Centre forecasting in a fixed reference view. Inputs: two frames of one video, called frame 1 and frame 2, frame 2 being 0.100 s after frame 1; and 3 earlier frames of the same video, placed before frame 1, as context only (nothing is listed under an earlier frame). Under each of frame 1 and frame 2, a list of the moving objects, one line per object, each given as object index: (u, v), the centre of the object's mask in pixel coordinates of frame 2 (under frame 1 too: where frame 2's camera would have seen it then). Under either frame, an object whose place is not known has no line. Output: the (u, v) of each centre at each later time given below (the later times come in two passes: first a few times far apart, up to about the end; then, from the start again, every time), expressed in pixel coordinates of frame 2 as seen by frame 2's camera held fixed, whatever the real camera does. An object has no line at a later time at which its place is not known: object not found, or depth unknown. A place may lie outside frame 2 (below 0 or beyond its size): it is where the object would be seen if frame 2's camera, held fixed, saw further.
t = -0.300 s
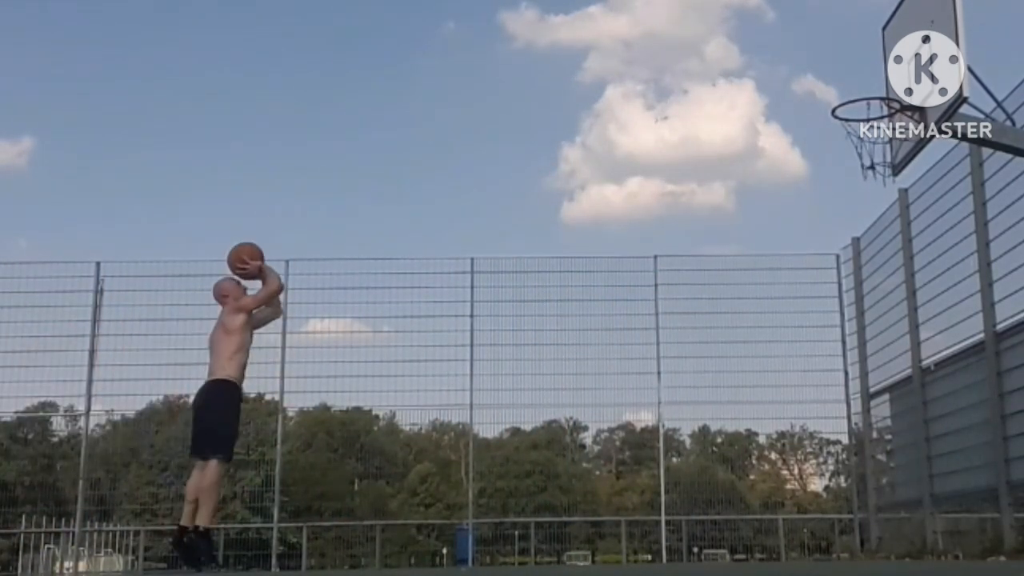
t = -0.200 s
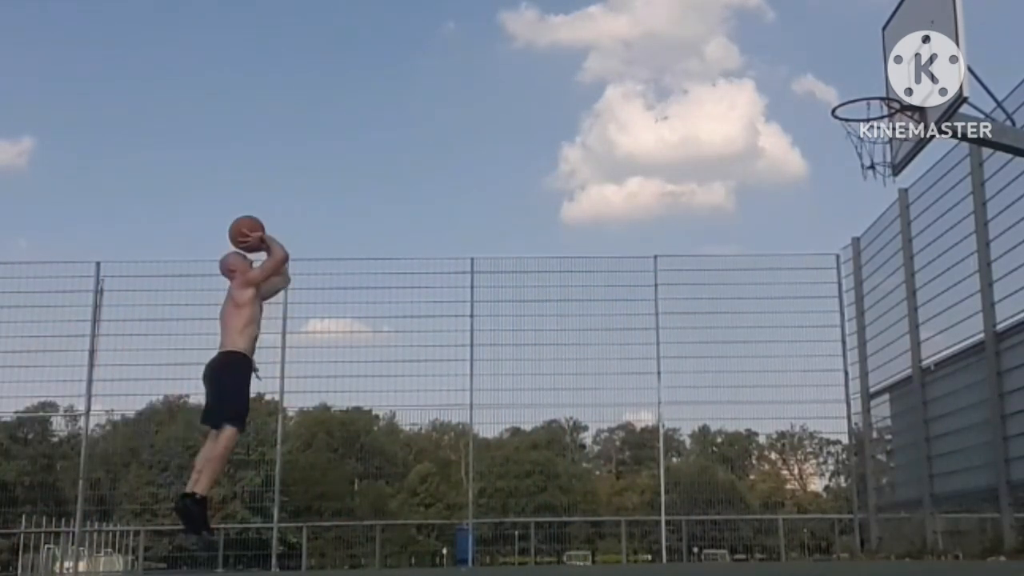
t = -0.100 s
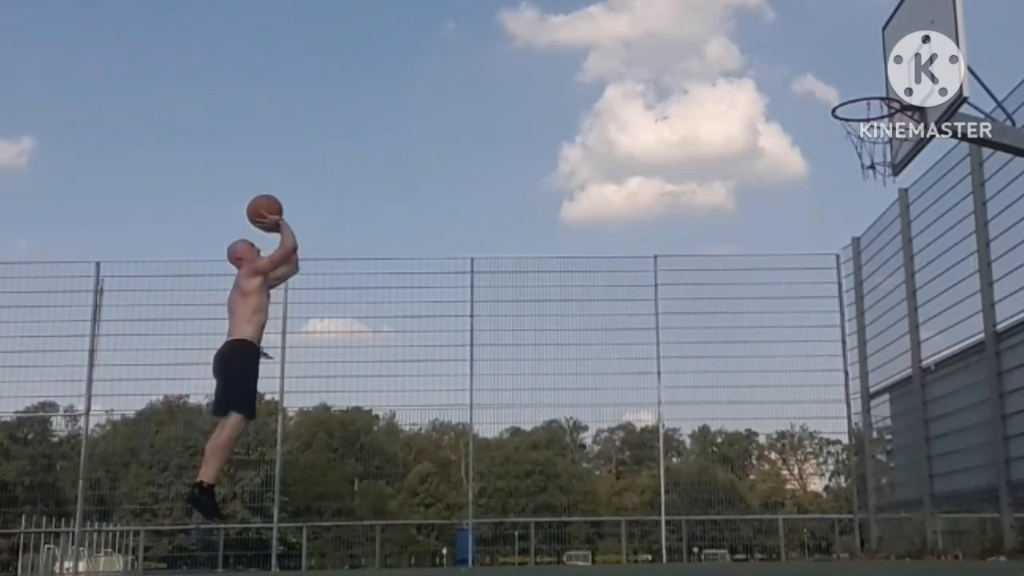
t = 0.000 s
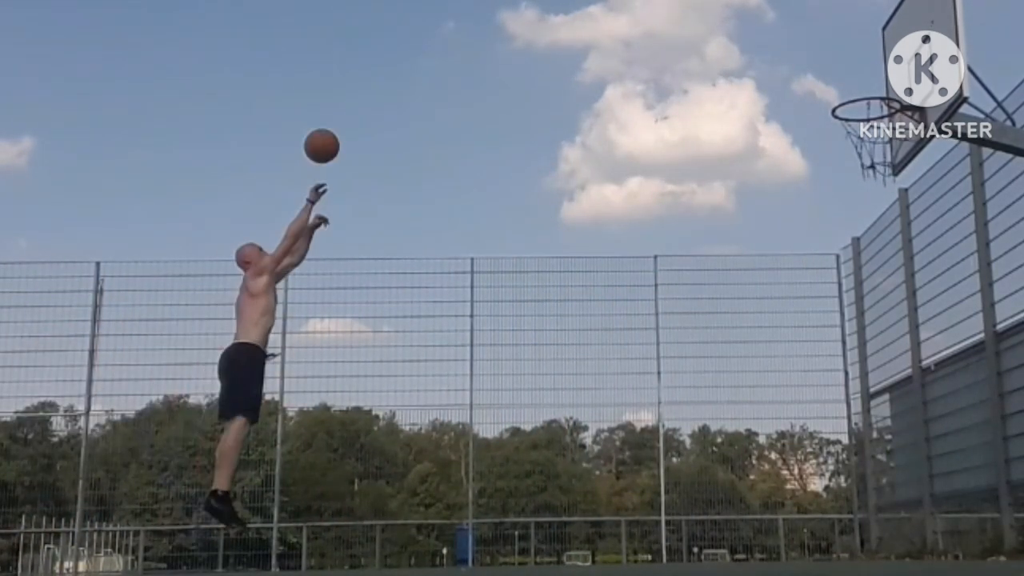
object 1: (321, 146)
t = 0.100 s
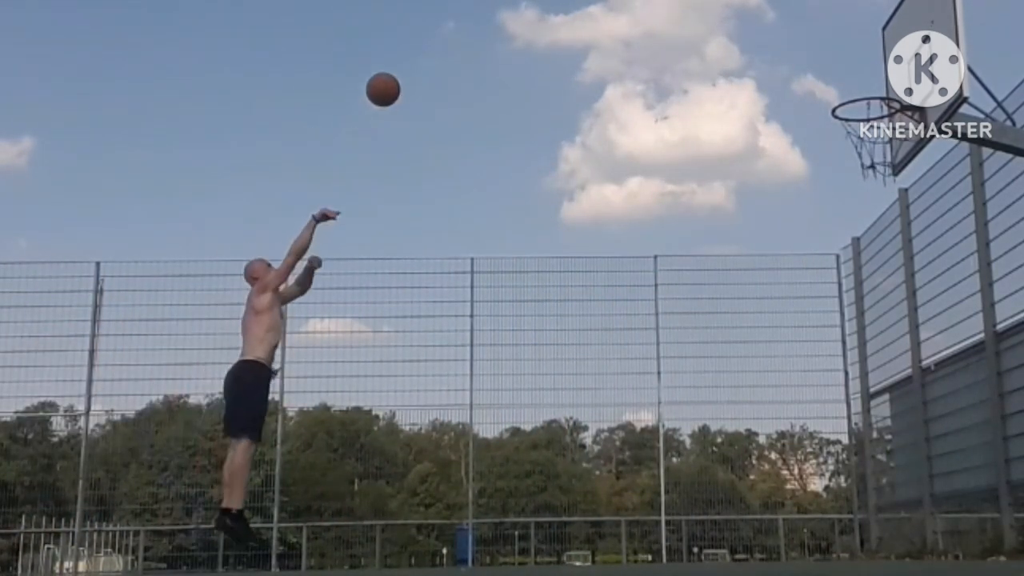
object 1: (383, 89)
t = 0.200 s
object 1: (443, 46)
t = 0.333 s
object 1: (521, 12)
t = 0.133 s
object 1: (403, 73)
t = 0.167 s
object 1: (423, 59)
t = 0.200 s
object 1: (443, 46)
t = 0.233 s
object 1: (463, 35)
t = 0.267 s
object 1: (482, 25)
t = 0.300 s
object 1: (501, 17)
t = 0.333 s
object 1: (521, 12)
